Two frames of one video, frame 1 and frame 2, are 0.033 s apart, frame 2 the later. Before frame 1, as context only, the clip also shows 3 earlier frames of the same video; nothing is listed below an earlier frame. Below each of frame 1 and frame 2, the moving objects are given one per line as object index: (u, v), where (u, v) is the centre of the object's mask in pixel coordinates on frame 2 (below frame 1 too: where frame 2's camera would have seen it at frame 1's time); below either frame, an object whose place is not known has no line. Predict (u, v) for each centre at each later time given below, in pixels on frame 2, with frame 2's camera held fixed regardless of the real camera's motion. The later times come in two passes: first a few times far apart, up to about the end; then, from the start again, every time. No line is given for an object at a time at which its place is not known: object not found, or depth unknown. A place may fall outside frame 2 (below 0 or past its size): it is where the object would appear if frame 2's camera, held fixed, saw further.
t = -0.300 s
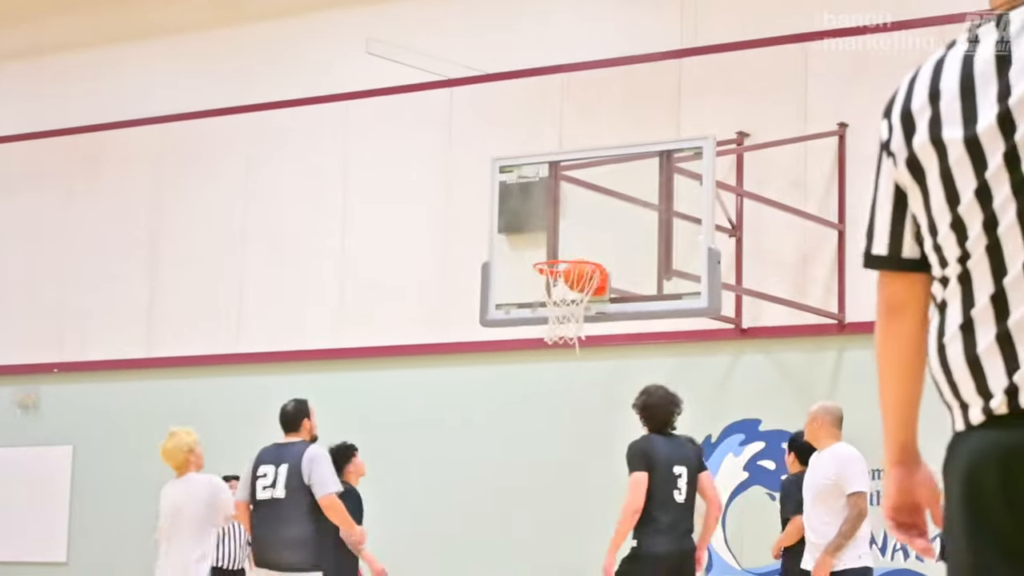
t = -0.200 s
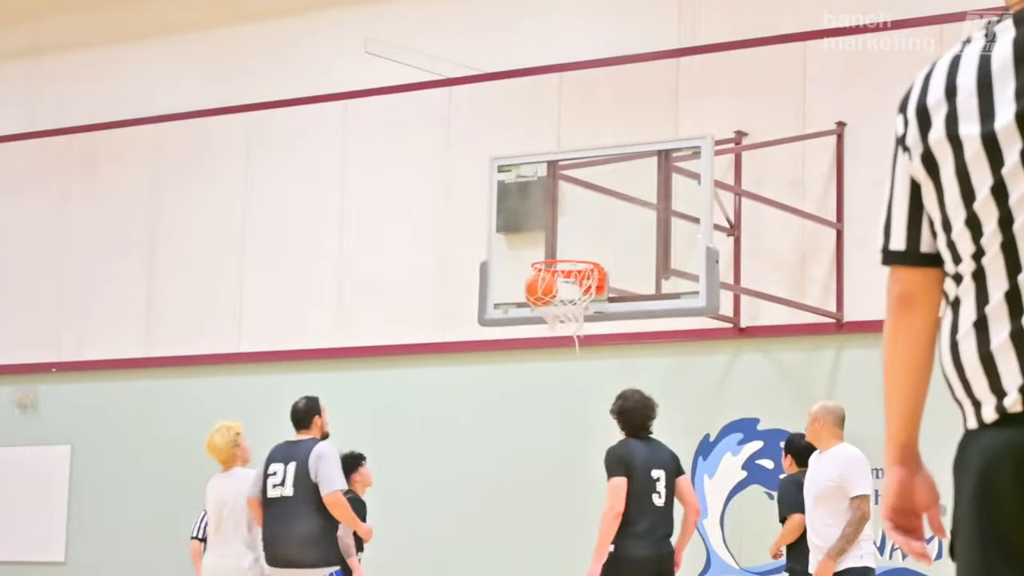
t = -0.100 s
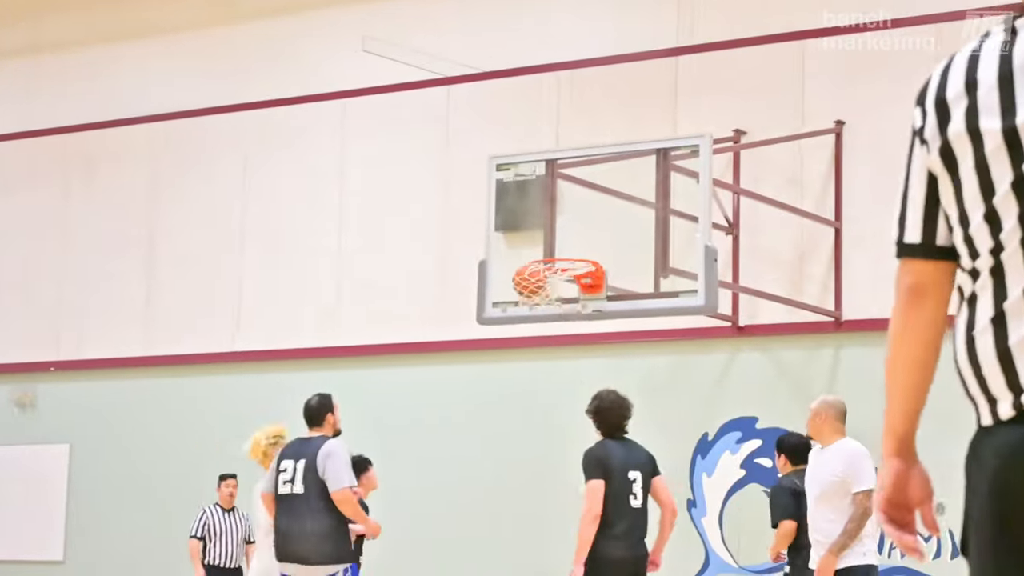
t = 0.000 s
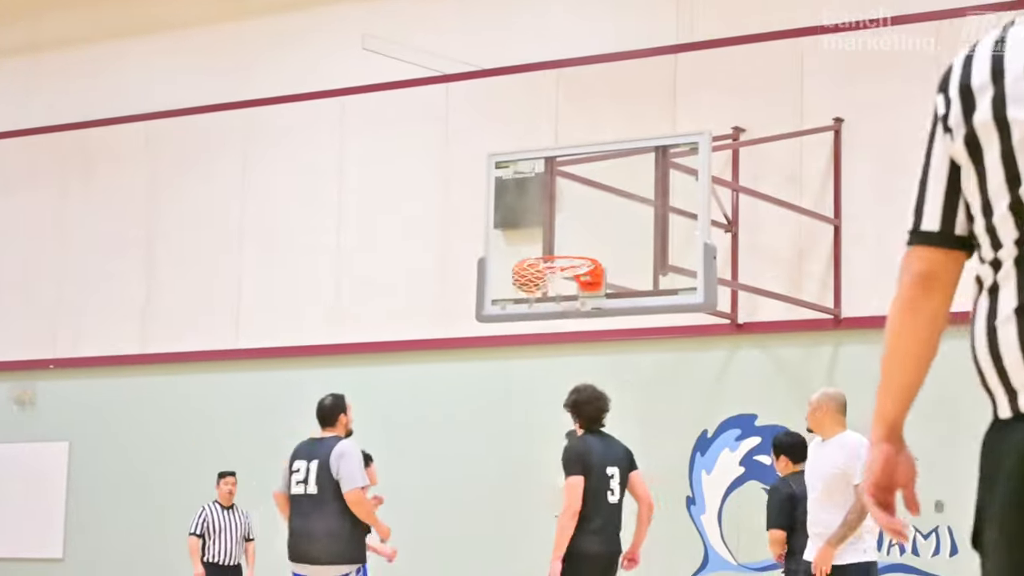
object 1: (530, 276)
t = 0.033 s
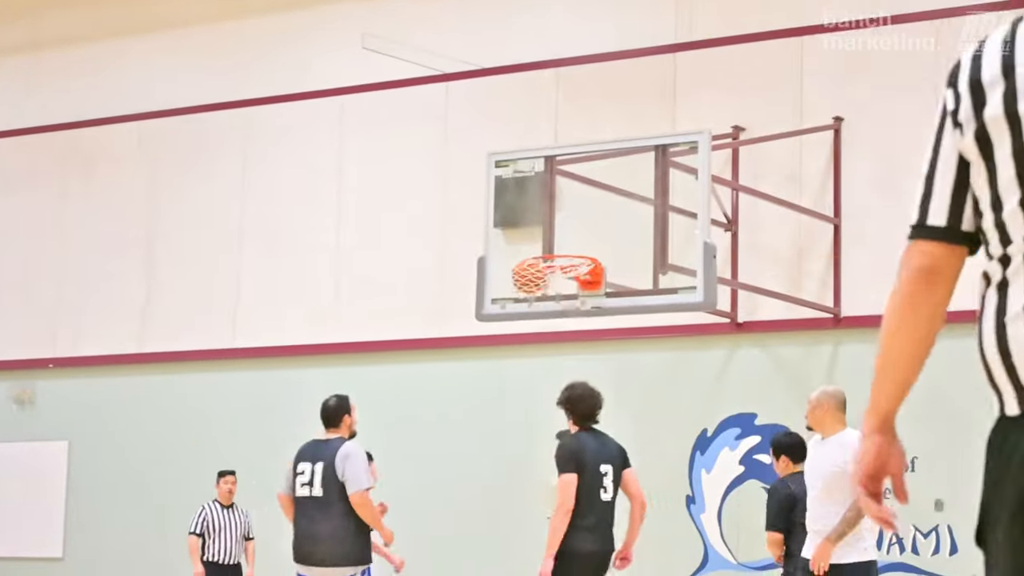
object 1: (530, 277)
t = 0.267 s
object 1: (554, 317)
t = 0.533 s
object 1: (602, 425)
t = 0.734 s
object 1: (638, 570)
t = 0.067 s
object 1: (531, 281)
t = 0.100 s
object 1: (532, 285)
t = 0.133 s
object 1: (534, 290)
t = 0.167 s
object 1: (538, 296)
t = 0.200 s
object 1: (542, 302)
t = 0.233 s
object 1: (547, 310)
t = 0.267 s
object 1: (554, 317)
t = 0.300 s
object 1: (560, 326)
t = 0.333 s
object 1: (566, 341)
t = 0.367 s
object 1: (572, 347)
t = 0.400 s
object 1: (578, 360)
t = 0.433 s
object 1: (584, 374)
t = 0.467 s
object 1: (590, 390)
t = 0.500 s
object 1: (596, 407)
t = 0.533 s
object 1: (602, 425)
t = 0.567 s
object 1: (608, 446)
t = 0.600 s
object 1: (614, 468)
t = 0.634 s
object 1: (620, 491)
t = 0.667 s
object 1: (626, 515)
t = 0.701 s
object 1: (633, 542)
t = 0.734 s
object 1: (638, 570)
